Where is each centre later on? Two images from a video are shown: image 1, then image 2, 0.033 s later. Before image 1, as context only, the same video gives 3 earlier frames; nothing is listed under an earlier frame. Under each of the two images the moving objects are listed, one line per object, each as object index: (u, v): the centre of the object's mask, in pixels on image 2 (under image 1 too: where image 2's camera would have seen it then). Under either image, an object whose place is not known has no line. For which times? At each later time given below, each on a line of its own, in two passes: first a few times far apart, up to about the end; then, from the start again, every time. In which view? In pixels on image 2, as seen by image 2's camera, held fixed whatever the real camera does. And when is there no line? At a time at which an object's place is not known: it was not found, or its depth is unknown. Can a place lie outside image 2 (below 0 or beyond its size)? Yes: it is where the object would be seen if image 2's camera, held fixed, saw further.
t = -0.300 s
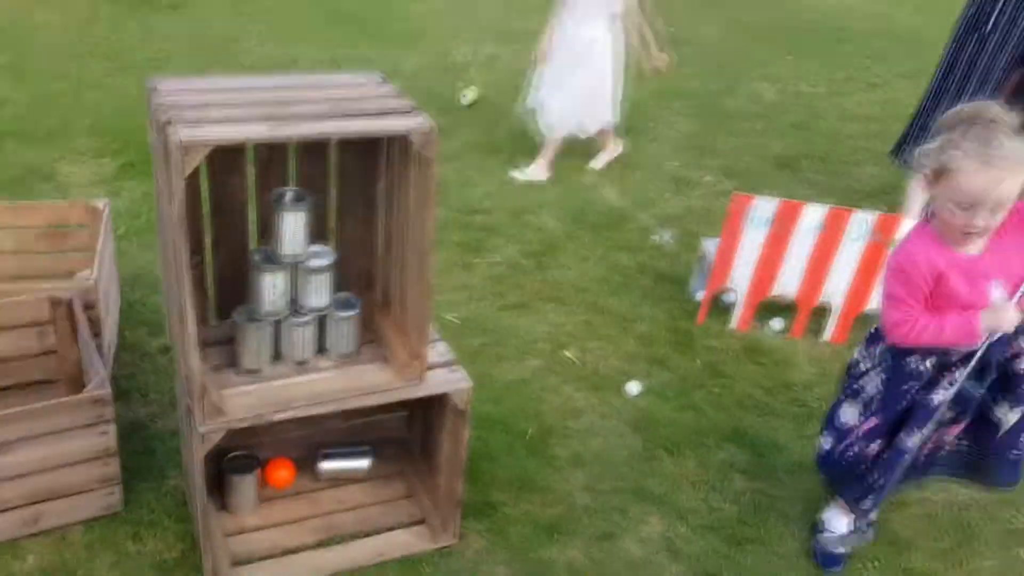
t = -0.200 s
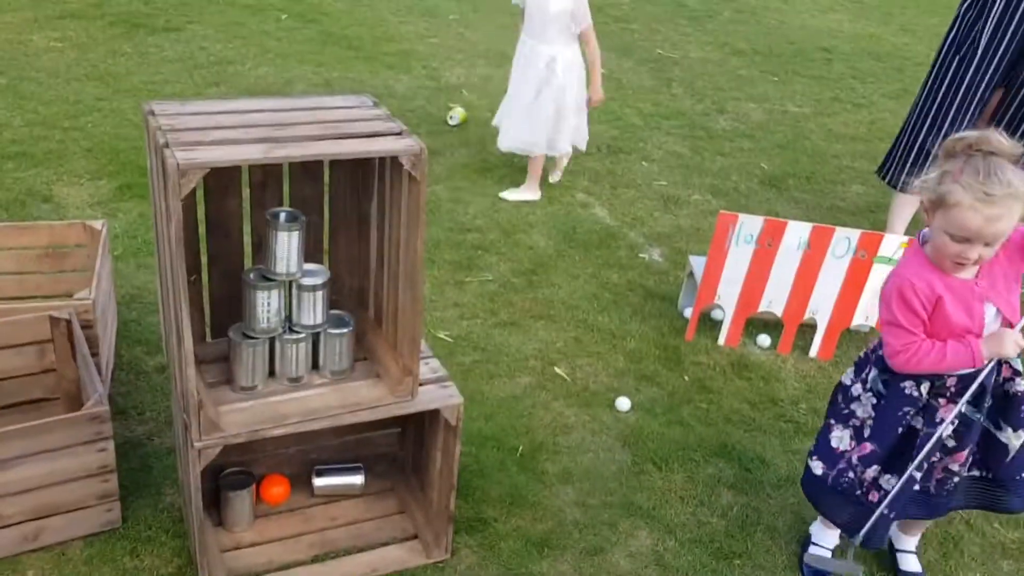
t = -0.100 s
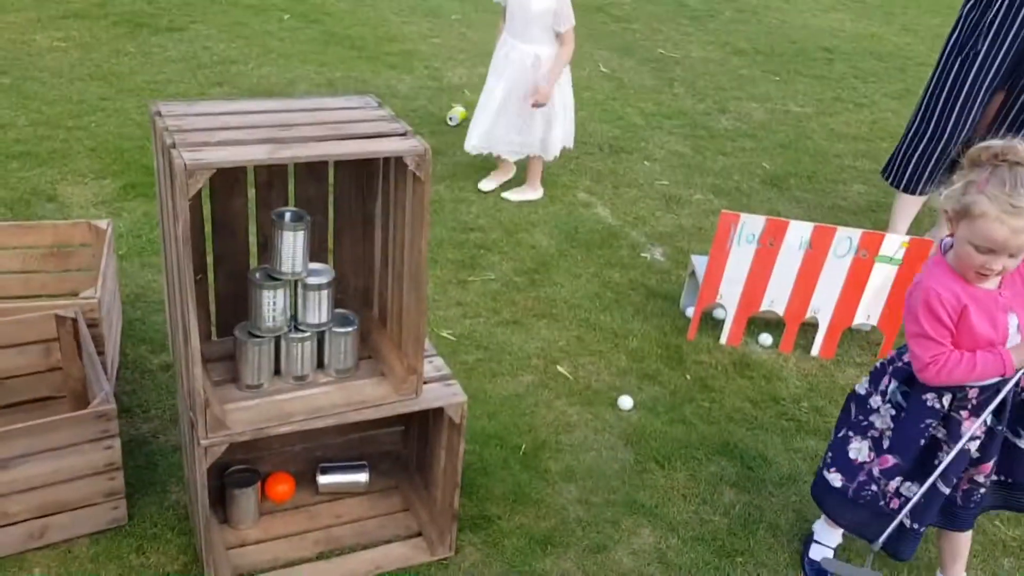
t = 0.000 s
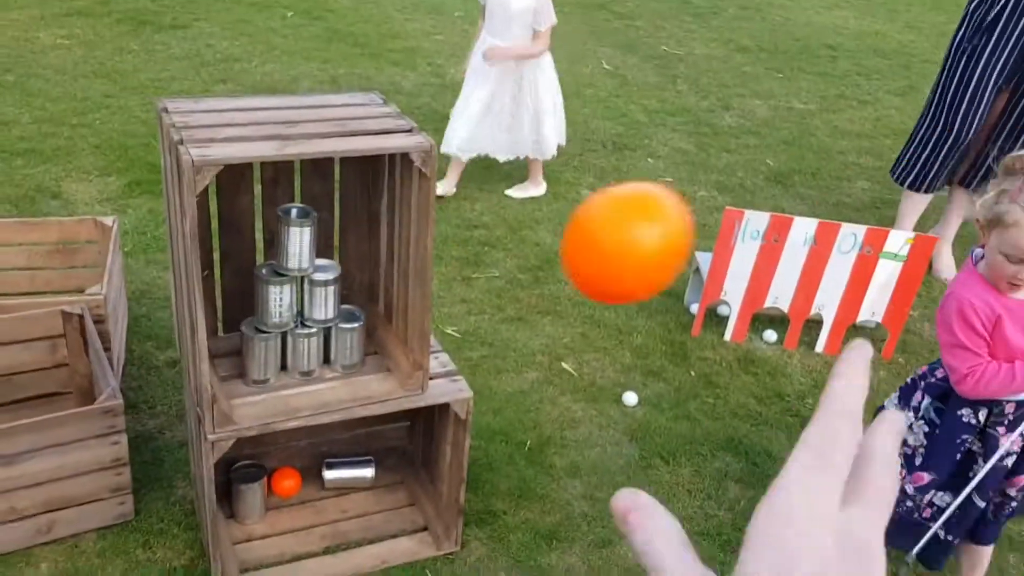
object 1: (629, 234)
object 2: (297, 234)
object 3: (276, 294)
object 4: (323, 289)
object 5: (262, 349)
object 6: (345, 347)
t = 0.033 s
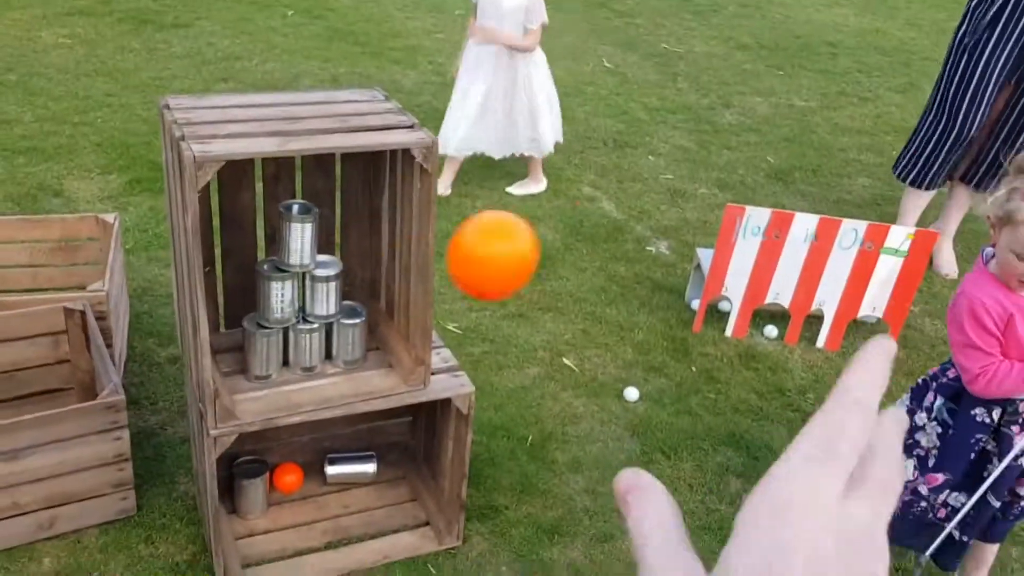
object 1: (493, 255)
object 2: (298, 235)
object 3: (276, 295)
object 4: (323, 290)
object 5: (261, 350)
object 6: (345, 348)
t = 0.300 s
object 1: (305, 344)
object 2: (303, 225)
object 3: (279, 288)
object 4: (327, 289)
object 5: (275, 353)
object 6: (368, 331)
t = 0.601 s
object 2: (314, 298)
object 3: (268, 308)
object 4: (328, 349)
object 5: (273, 380)
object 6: (366, 321)
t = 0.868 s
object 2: (309, 306)
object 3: (256, 309)
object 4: (308, 349)
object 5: (269, 378)
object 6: (354, 324)
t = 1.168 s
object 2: (307, 306)
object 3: (260, 308)
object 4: (299, 352)
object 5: (260, 378)
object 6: (354, 325)
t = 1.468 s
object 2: (303, 307)
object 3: (259, 309)
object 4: (294, 354)
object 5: (251, 380)
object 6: (354, 325)
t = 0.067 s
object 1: (414, 274)
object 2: (298, 234)
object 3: (276, 293)
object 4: (324, 289)
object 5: (262, 349)
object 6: (345, 346)
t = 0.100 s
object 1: (362, 297)
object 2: (298, 234)
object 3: (277, 293)
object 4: (321, 287)
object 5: (262, 349)
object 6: (344, 348)
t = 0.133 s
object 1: (324, 320)
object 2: (298, 234)
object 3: (276, 293)
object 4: (324, 278)
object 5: (262, 349)
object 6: (348, 350)
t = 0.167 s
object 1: (297, 343)
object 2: (298, 234)
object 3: (276, 293)
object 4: (323, 289)
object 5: (260, 350)
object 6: (345, 346)
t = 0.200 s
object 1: (284, 363)
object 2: (298, 233)
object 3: (276, 291)
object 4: (324, 287)
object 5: (245, 331)
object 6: (346, 346)
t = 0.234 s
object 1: (291, 352)
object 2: (299, 229)
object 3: (276, 288)
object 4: (325, 284)
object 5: (242, 313)
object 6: (364, 340)
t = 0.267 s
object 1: (298, 346)
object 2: (299, 231)
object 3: (270, 288)
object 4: (326, 285)
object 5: (275, 330)
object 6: (369, 333)
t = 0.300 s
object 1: (305, 344)
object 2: (303, 225)
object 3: (279, 288)
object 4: (327, 289)
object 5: (275, 353)
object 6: (368, 331)
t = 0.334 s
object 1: (312, 348)
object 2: (308, 221)
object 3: (283, 292)
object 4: (332, 300)
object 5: (279, 347)
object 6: (368, 334)
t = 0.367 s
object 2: (313, 224)
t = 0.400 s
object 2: (317, 231)
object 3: (285, 300)
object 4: (335, 321)
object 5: (277, 358)
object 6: (377, 323)
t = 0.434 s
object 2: (320, 244)
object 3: (284, 307)
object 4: (337, 337)
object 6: (373, 330)
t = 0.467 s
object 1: (338, 415)
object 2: (321, 262)
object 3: (283, 310)
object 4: (340, 347)
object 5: (278, 376)
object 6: (376, 323)
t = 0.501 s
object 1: (345, 444)
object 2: (325, 284)
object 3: (280, 303)
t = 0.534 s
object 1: (352, 479)
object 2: (324, 295)
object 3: (276, 300)
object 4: (339, 351)
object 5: (275, 378)
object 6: (373, 321)
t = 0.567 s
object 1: (356, 518)
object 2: (319, 299)
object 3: (271, 301)
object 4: (334, 351)
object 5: (274, 379)
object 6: (370, 320)
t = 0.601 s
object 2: (314, 298)
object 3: (268, 308)
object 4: (328, 349)
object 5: (273, 380)
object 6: (366, 321)
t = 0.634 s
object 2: (306, 297)
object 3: (263, 311)
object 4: (323, 348)
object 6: (362, 322)
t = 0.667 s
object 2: (300, 301)
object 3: (260, 308)
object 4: (319, 347)
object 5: (272, 379)
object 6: (358, 323)
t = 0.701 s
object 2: (301, 308)
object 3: (260, 307)
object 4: (315, 347)
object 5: (272, 378)
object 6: (356, 323)
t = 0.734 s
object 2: (303, 308)
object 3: (259, 306)
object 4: (313, 348)
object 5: (271, 378)
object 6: (355, 323)
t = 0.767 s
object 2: (305, 308)
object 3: (259, 305)
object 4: (311, 348)
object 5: (271, 377)
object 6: (354, 324)
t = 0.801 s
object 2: (306, 308)
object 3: (258, 306)
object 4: (310, 348)
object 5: (270, 378)
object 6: (354, 324)
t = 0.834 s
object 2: (307, 306)
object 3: (256, 307)
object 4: (309, 349)
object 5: (269, 378)
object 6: (354, 324)
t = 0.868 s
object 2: (309, 306)
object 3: (256, 309)
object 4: (308, 349)
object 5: (269, 378)
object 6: (354, 324)
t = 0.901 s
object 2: (309, 306)
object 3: (259, 309)
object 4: (306, 351)
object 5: (268, 378)
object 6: (354, 324)
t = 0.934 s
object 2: (309, 306)
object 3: (261, 308)
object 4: (305, 351)
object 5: (267, 378)
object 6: (354, 325)
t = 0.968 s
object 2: (309, 306)
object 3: (262, 309)
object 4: (304, 351)
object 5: (266, 378)
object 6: (354, 325)
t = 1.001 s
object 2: (308, 306)
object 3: (261, 309)
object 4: (303, 352)
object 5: (265, 378)
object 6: (354, 325)
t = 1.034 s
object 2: (308, 306)
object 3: (258, 309)
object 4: (302, 352)
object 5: (264, 379)
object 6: (354, 325)
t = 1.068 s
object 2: (308, 306)
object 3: (256, 309)
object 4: (301, 352)
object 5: (263, 378)
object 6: (354, 325)
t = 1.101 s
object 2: (308, 306)
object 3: (256, 309)
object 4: (300, 352)
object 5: (262, 379)
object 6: (354, 325)
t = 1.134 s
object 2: (307, 306)
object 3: (257, 308)
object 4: (300, 352)
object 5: (261, 378)
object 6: (354, 325)
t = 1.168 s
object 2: (307, 306)
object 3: (260, 308)
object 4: (299, 352)
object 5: (260, 378)
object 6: (354, 325)
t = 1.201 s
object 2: (306, 306)
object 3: (259, 308)
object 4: (298, 353)
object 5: (259, 378)
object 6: (354, 325)
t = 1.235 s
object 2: (306, 306)
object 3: (258, 308)
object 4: (298, 353)
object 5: (259, 379)
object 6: (354, 325)
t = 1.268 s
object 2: (306, 306)
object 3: (258, 308)
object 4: (297, 353)
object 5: (258, 379)
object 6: (354, 325)
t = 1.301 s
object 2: (305, 307)
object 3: (259, 308)
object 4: (297, 353)
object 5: (257, 379)
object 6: (354, 325)
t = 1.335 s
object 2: (305, 306)
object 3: (259, 308)
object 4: (296, 353)
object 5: (256, 379)
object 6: (354, 325)
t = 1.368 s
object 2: (304, 306)
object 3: (259, 308)
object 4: (296, 354)
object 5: (256, 379)
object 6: (354, 325)
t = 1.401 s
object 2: (304, 307)
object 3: (259, 308)
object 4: (295, 354)
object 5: (254, 380)
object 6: (354, 325)
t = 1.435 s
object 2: (304, 307)
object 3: (258, 309)
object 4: (294, 354)
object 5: (253, 380)
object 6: (354, 325)
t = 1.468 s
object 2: (303, 307)
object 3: (259, 309)
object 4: (294, 354)
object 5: (251, 380)
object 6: (354, 325)
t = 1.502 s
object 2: (303, 306)
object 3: (259, 309)
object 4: (294, 354)
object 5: (249, 381)
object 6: (354, 325)
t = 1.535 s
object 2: (303, 307)
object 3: (258, 310)
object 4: (293, 354)
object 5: (247, 381)
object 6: (354, 325)
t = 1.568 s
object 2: (302, 306)
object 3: (259, 312)
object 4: (293, 355)
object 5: (245, 382)
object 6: (354, 325)
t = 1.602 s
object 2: (303, 307)
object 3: (259, 314)
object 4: (292, 354)
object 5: (243, 382)
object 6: (354, 325)
